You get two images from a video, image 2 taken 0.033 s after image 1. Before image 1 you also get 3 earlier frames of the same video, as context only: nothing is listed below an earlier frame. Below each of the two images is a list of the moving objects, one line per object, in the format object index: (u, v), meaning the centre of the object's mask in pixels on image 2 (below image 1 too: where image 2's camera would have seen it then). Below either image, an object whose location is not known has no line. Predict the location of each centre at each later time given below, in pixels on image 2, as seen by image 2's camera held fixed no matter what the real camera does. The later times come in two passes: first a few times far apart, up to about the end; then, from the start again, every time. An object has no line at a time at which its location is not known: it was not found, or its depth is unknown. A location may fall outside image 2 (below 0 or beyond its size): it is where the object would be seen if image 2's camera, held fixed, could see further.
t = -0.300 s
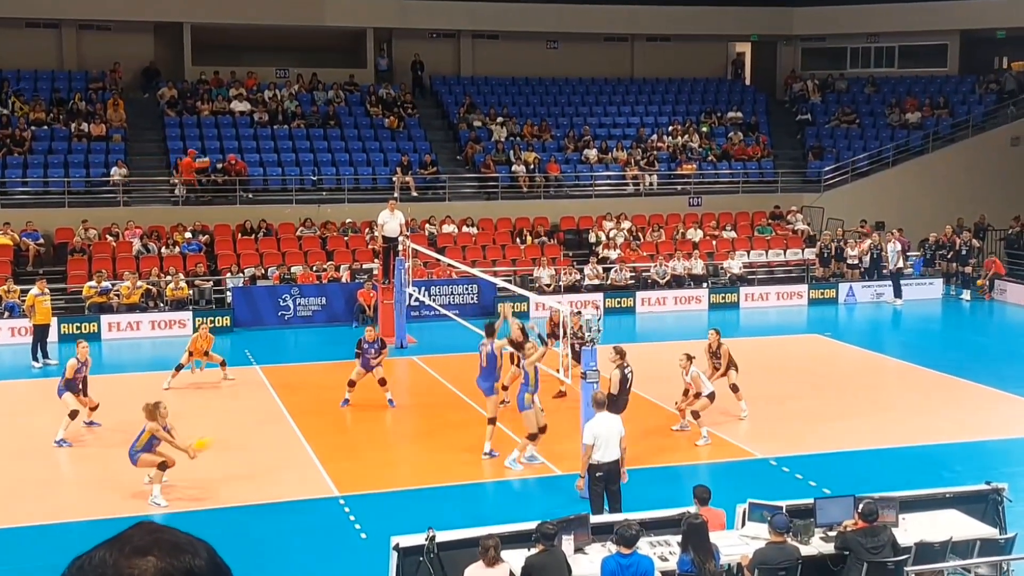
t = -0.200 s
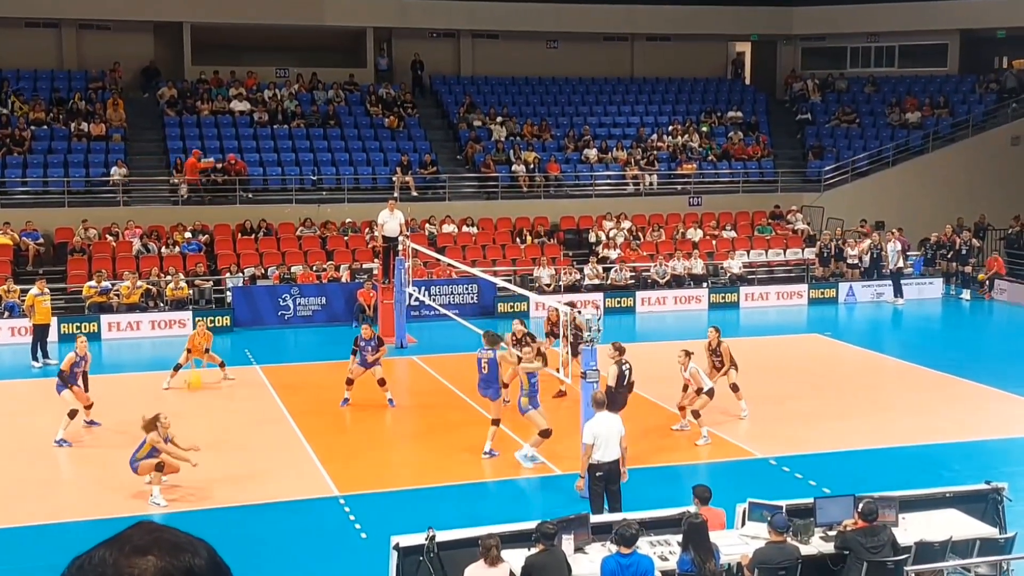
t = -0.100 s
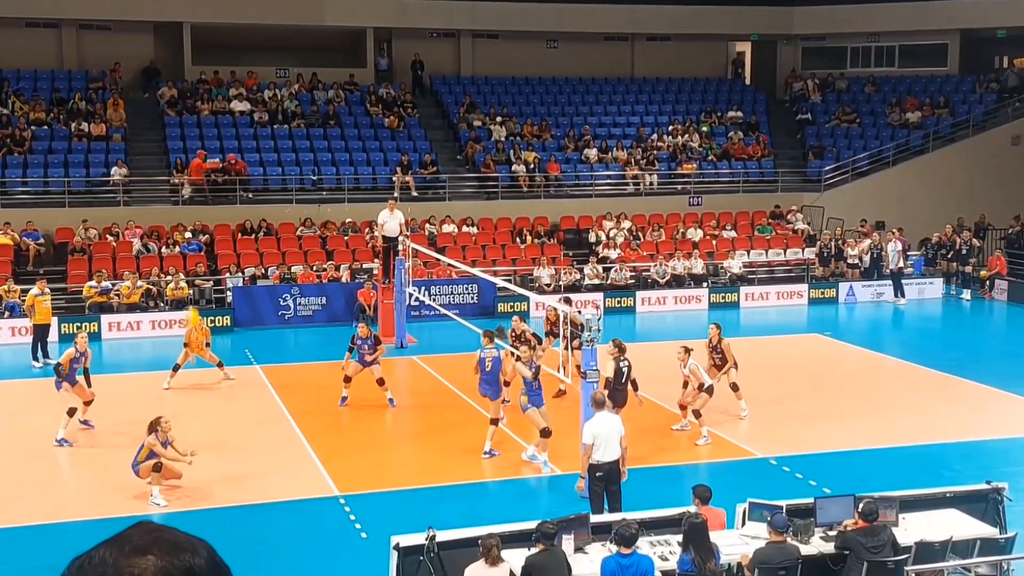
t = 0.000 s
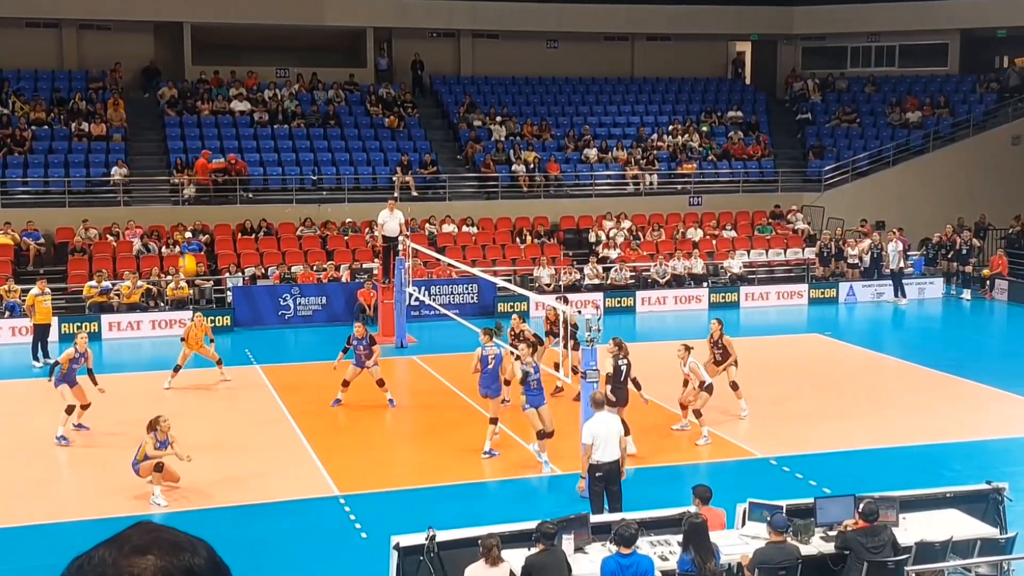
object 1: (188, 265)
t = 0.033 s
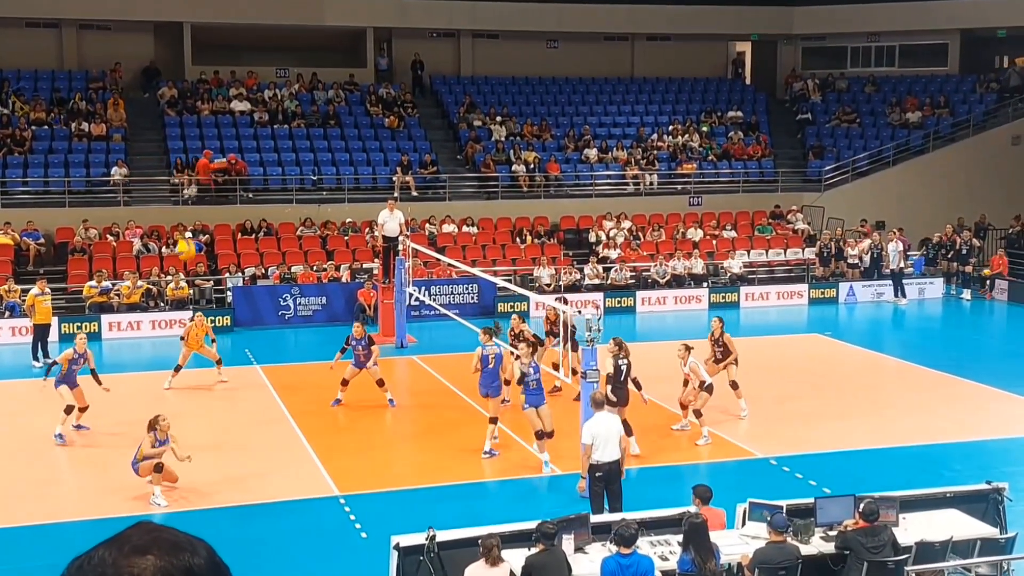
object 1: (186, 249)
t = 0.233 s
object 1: (178, 173)
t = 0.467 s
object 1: (168, 124)
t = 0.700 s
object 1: (160, 119)
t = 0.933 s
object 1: (154, 157)
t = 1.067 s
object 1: (151, 198)
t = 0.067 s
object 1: (184, 234)
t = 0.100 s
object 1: (183, 220)
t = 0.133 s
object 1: (182, 207)
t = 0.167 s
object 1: (181, 195)
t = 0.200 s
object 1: (179, 183)
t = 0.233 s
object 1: (178, 173)
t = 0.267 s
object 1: (176, 163)
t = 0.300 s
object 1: (175, 154)
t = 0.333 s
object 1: (173, 147)
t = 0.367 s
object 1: (172, 139)
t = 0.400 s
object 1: (171, 133)
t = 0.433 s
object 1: (169, 128)
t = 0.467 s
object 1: (168, 124)
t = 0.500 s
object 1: (167, 120)
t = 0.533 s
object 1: (165, 117)
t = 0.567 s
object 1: (164, 116)
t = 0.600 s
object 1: (163, 115)
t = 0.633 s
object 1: (162, 116)
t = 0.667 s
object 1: (161, 117)
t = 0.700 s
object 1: (160, 119)
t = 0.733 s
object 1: (159, 122)
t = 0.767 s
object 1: (158, 125)
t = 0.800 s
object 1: (157, 130)
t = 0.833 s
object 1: (156, 136)
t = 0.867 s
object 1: (155, 142)
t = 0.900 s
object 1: (154, 149)
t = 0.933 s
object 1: (154, 157)
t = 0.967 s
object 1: (152, 166)
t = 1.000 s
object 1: (152, 176)
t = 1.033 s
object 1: (151, 187)
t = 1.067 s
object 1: (151, 198)
